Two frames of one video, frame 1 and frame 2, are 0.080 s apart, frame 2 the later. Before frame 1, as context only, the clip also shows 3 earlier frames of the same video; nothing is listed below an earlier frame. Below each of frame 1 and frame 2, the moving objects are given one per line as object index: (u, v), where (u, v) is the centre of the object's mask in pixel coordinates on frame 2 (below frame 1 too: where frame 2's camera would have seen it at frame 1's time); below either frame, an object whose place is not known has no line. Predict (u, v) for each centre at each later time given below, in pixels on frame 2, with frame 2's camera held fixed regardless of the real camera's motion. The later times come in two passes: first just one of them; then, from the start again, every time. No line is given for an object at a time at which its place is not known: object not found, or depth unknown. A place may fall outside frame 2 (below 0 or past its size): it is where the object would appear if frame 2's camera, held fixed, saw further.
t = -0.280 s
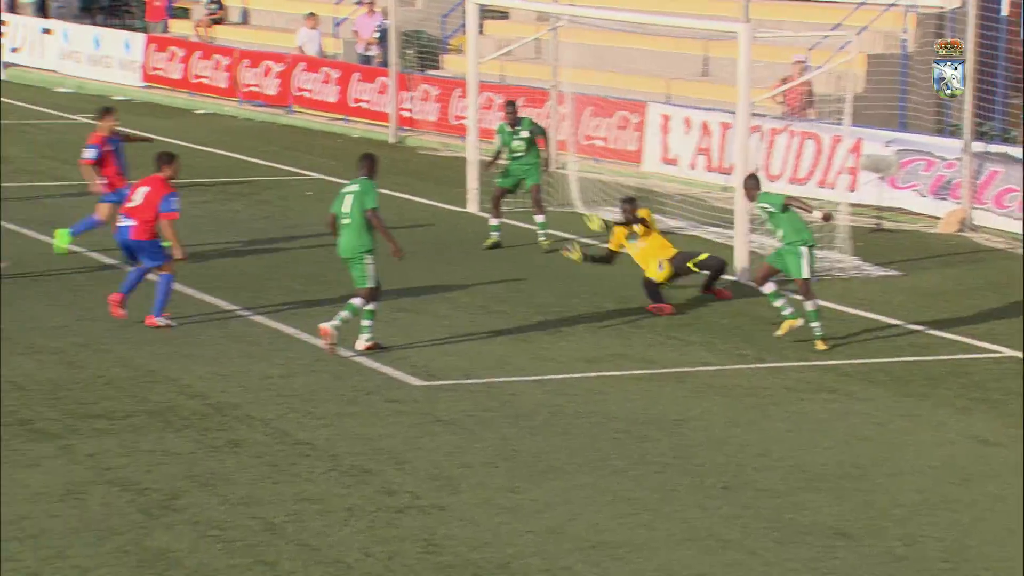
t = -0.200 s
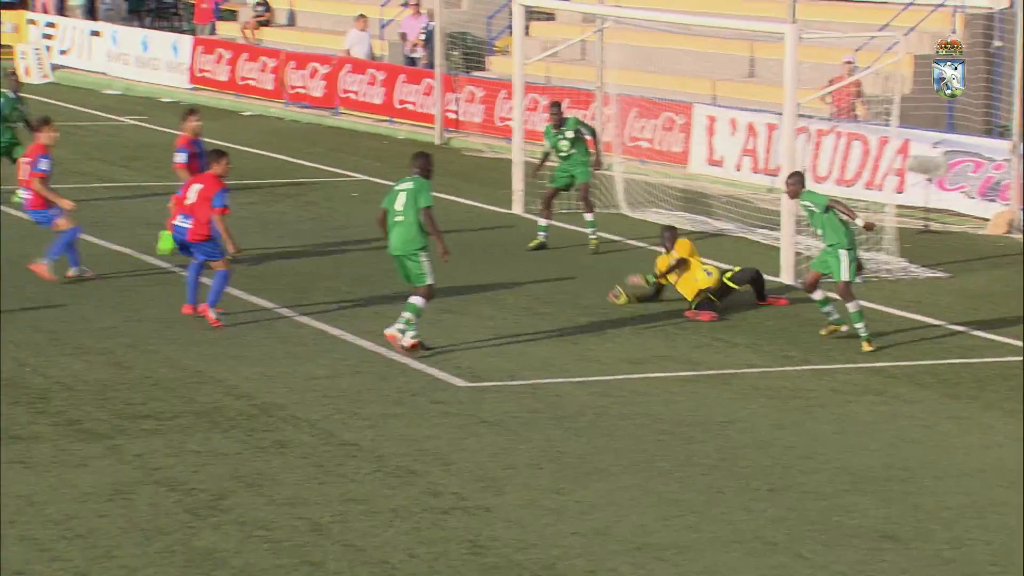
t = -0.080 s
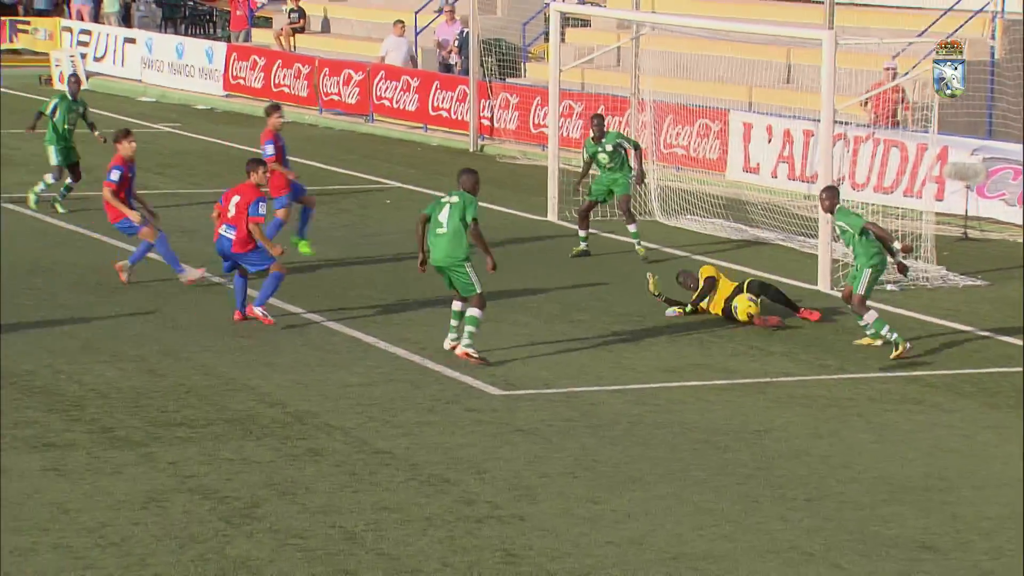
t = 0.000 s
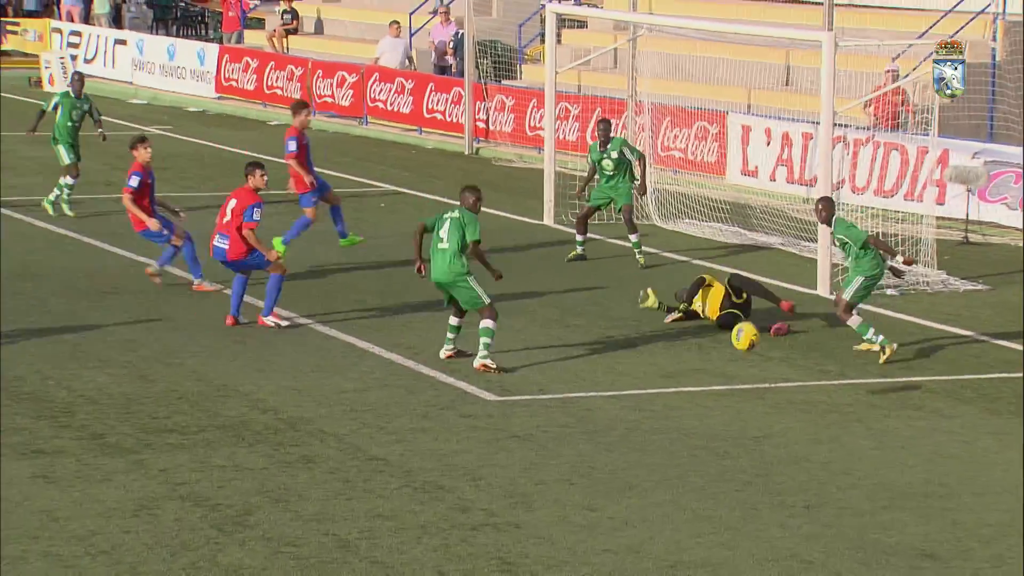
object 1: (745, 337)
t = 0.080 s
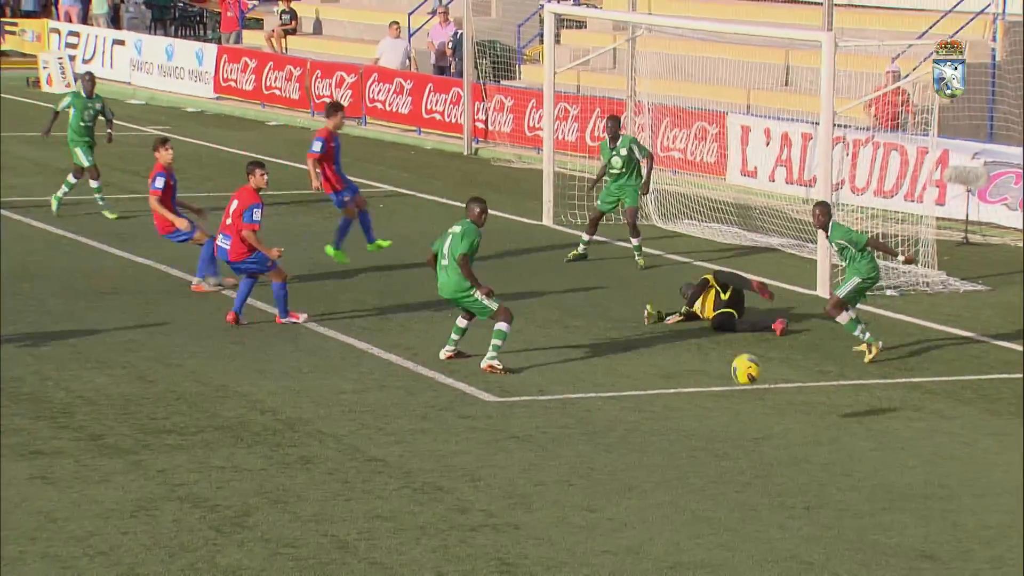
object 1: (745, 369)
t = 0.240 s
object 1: (747, 455)
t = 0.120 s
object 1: (746, 389)
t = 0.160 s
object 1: (746, 411)
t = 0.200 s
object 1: (747, 436)
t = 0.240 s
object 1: (747, 455)
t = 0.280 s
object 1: (745, 448)
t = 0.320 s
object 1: (745, 442)
